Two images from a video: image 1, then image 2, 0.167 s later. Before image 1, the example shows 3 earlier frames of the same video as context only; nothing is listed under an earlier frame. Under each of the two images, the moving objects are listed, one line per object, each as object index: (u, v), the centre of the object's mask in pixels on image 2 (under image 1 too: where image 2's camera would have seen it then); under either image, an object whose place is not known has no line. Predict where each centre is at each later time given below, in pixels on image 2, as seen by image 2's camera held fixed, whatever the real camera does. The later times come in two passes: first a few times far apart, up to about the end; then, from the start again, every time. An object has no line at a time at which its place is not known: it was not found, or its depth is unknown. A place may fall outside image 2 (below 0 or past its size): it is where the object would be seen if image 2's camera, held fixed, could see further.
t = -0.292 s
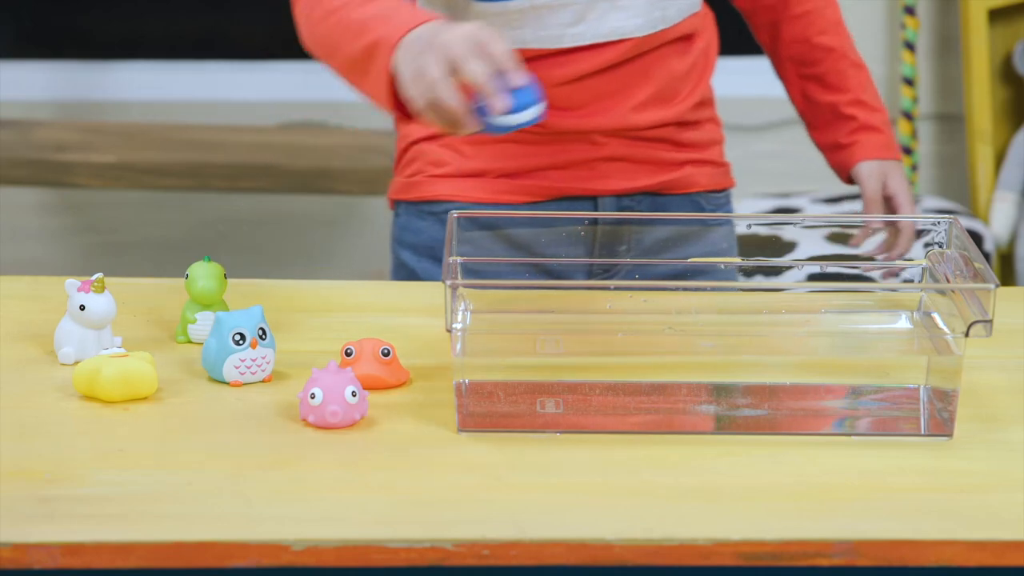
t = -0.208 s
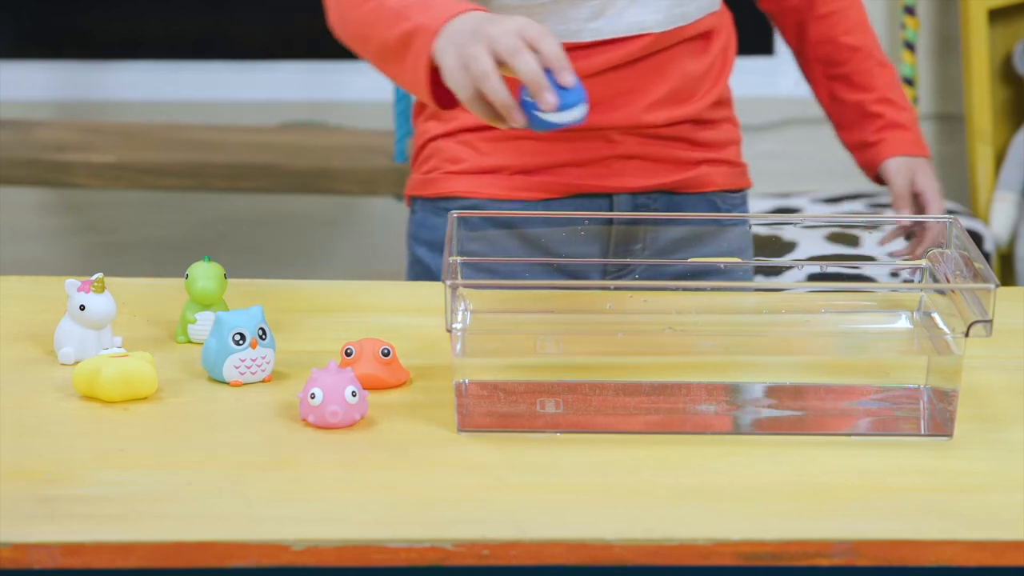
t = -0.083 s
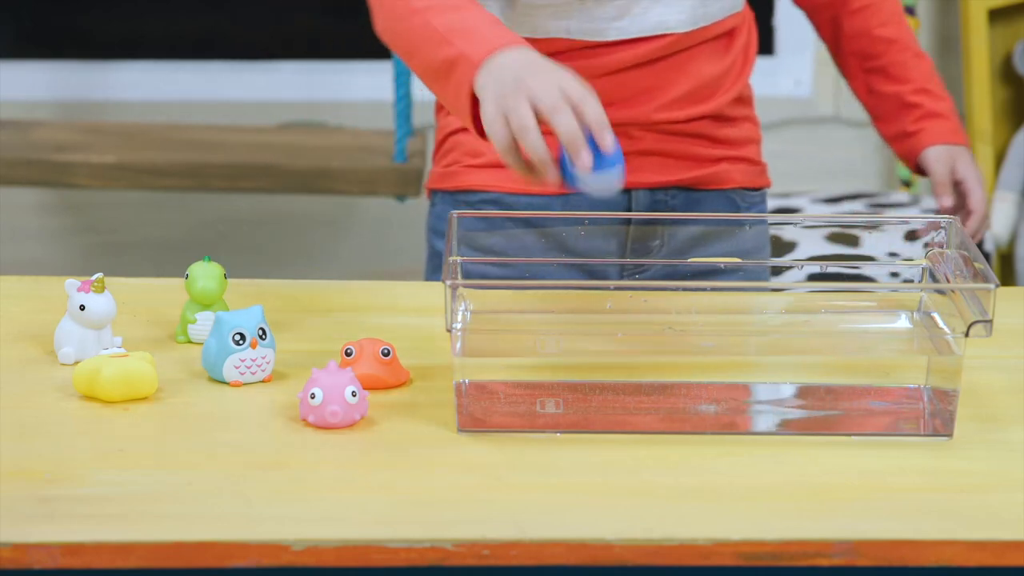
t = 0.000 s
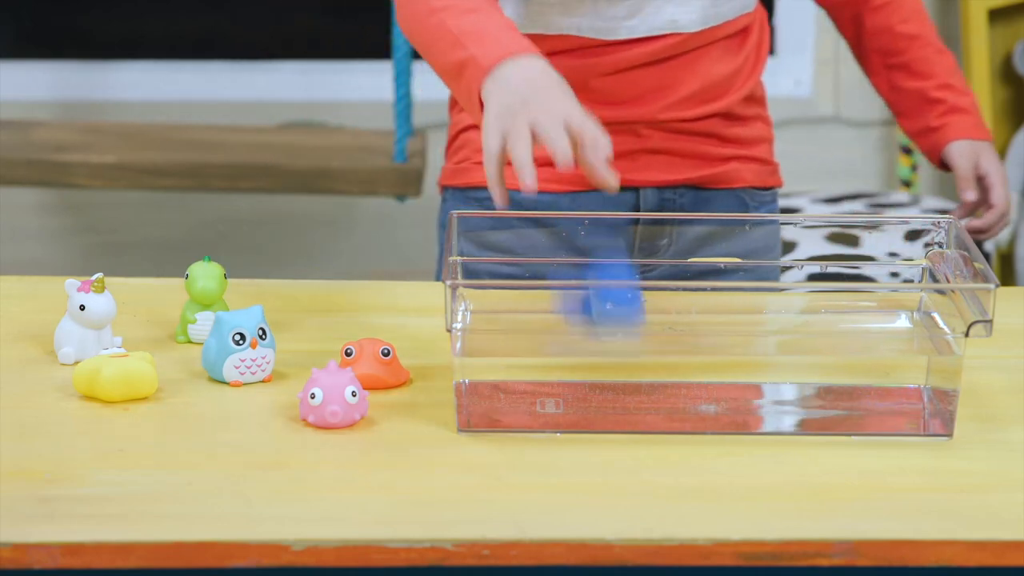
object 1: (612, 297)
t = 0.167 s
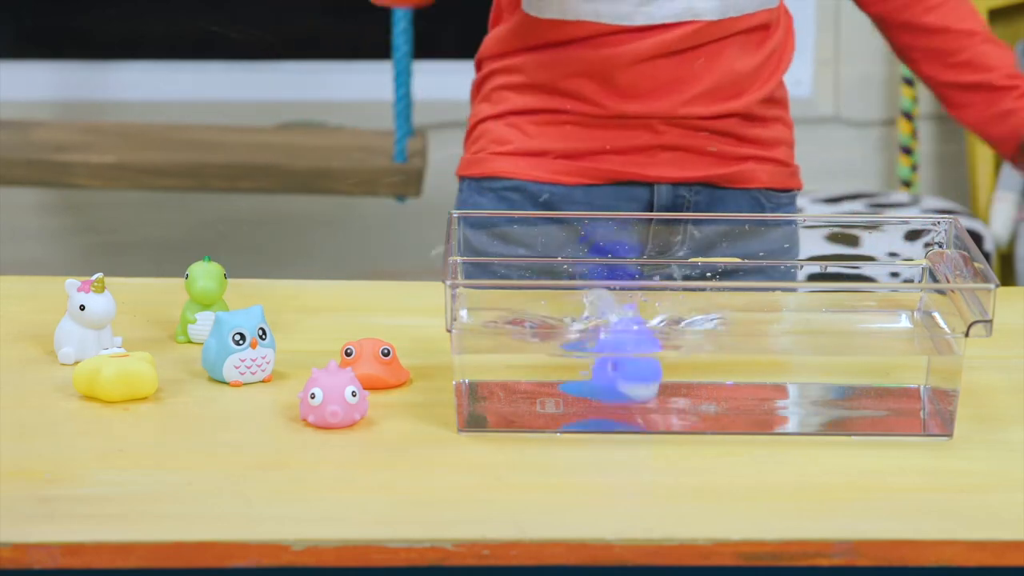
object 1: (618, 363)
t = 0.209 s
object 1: (619, 350)
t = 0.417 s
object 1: (666, 350)
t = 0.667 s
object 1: (684, 347)
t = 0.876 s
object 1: (697, 342)
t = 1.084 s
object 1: (710, 339)
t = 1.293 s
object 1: (728, 339)
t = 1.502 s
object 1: (735, 340)
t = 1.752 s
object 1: (745, 336)
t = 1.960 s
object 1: (751, 335)
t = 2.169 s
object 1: (762, 329)
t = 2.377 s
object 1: (767, 334)
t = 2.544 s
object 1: (768, 329)
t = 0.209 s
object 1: (619, 350)
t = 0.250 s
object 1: (633, 323)
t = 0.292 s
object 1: (639, 318)
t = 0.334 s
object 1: (650, 322)
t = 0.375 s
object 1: (659, 338)
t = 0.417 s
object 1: (666, 350)
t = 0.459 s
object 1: (671, 353)
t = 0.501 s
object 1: (676, 347)
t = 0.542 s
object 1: (678, 339)
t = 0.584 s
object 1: (681, 335)
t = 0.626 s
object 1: (684, 342)
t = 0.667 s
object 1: (684, 347)
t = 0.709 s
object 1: (685, 348)
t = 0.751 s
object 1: (688, 345)
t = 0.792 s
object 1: (689, 342)
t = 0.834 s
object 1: (693, 341)
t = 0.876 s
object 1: (697, 342)
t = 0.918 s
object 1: (700, 343)
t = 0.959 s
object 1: (703, 342)
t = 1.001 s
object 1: (707, 340)
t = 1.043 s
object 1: (708, 339)
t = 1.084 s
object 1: (710, 339)
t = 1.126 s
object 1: (712, 340)
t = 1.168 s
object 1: (714, 340)
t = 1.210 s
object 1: (719, 340)
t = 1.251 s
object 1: (724, 339)
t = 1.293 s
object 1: (728, 339)
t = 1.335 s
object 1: (732, 337)
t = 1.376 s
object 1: (733, 338)
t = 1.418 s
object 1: (732, 339)
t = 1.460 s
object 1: (733, 339)
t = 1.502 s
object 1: (735, 340)
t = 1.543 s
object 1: (738, 338)
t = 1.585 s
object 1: (740, 336)
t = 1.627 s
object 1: (739, 334)
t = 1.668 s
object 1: (741, 333)
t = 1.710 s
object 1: (743, 334)
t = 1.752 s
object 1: (745, 336)
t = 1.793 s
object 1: (748, 337)
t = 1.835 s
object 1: (748, 336)
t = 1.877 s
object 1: (747, 336)
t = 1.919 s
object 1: (749, 335)
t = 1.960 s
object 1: (751, 335)
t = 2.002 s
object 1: (753, 335)
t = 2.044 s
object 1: (755, 334)
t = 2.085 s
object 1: (757, 332)
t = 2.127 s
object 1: (760, 330)
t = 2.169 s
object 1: (762, 329)
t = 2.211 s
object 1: (764, 331)
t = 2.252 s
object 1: (766, 333)
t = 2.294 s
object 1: (766, 335)
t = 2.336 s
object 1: (766, 336)
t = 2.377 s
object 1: (767, 334)
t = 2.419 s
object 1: (768, 331)
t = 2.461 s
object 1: (768, 328)
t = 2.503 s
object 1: (768, 328)
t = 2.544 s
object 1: (768, 329)
